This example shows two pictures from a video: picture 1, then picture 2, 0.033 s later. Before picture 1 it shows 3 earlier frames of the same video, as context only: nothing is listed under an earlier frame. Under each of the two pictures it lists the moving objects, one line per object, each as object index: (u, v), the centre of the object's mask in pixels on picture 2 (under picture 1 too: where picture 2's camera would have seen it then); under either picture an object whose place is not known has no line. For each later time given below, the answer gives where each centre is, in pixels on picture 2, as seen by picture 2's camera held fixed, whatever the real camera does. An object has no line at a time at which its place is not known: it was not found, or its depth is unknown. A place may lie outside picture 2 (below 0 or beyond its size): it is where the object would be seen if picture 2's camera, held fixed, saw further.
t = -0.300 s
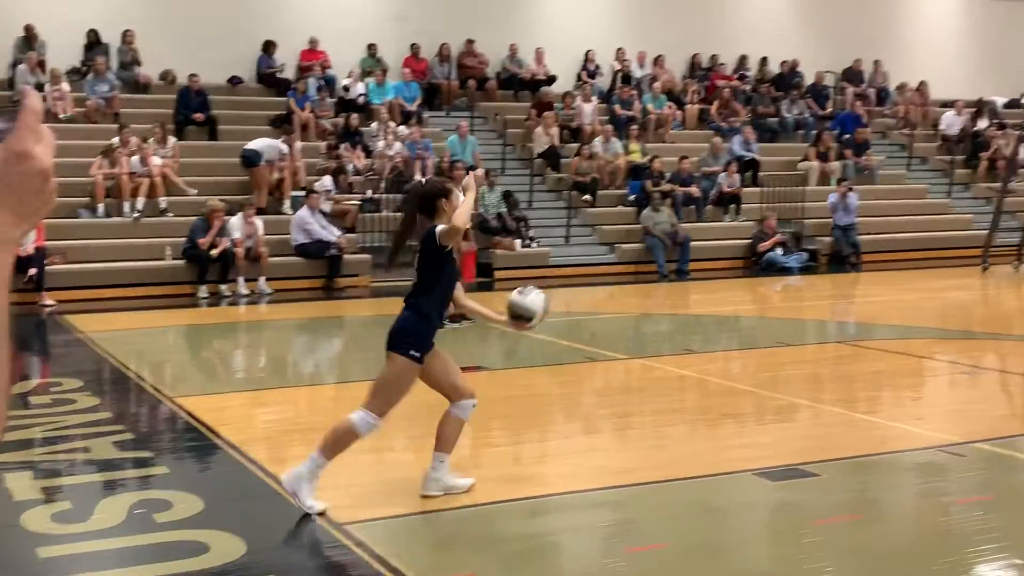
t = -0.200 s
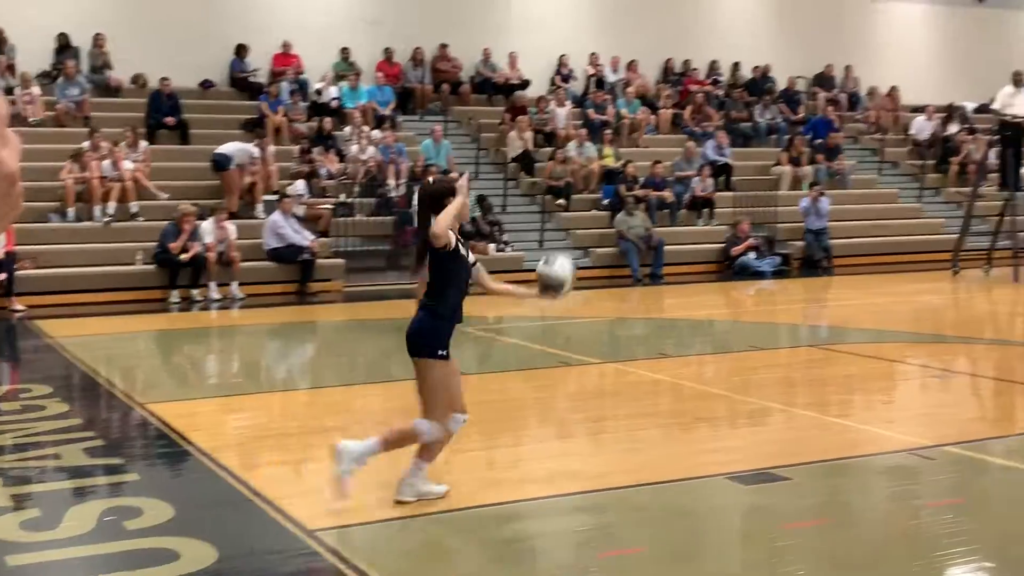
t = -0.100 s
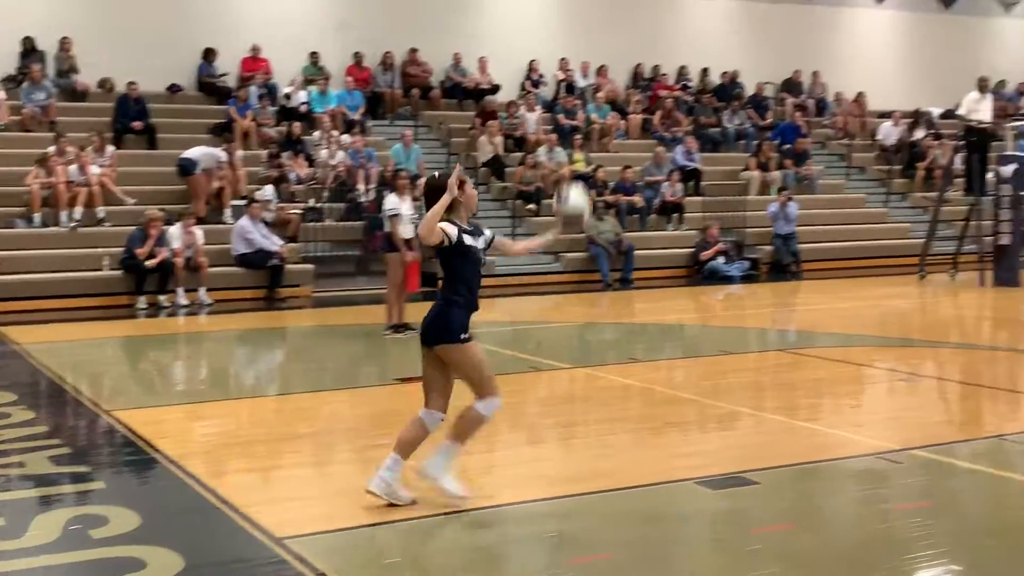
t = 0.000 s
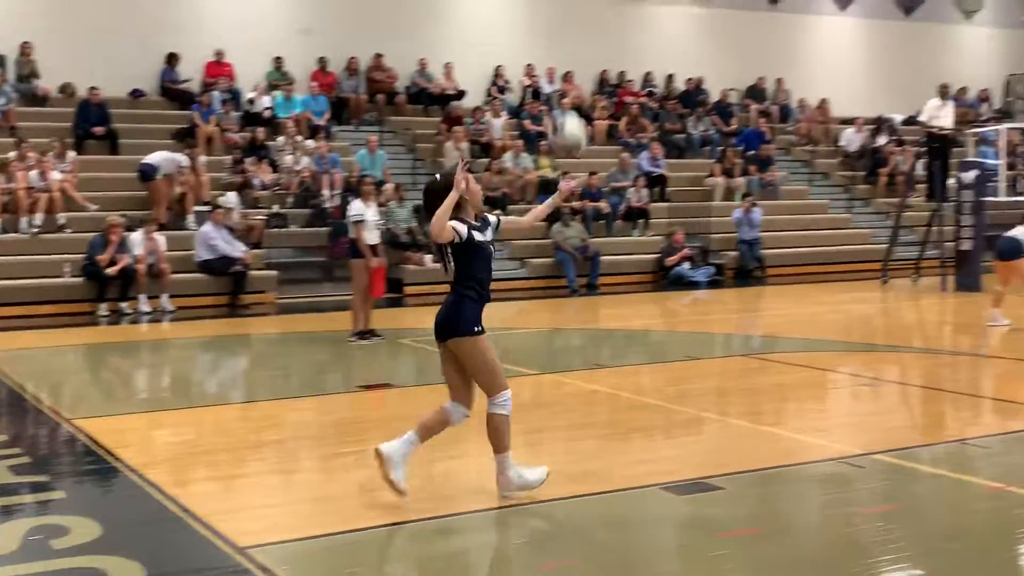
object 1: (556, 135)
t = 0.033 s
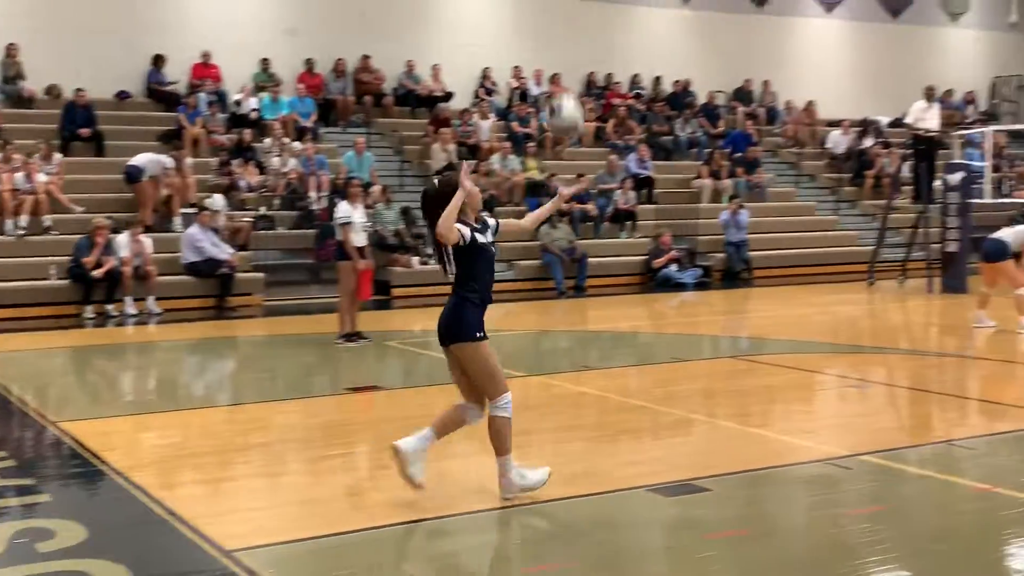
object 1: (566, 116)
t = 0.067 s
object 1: (577, 99)
